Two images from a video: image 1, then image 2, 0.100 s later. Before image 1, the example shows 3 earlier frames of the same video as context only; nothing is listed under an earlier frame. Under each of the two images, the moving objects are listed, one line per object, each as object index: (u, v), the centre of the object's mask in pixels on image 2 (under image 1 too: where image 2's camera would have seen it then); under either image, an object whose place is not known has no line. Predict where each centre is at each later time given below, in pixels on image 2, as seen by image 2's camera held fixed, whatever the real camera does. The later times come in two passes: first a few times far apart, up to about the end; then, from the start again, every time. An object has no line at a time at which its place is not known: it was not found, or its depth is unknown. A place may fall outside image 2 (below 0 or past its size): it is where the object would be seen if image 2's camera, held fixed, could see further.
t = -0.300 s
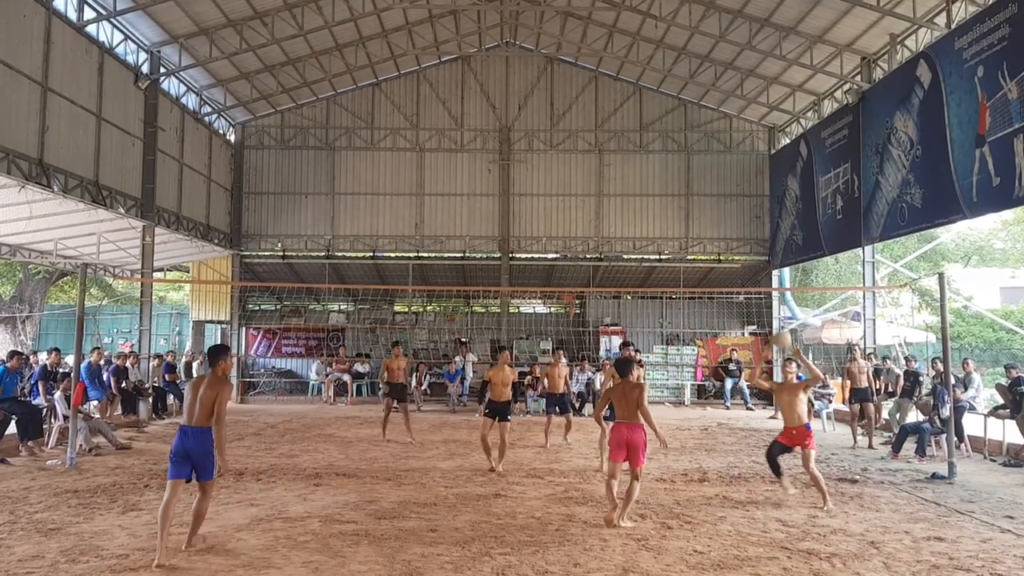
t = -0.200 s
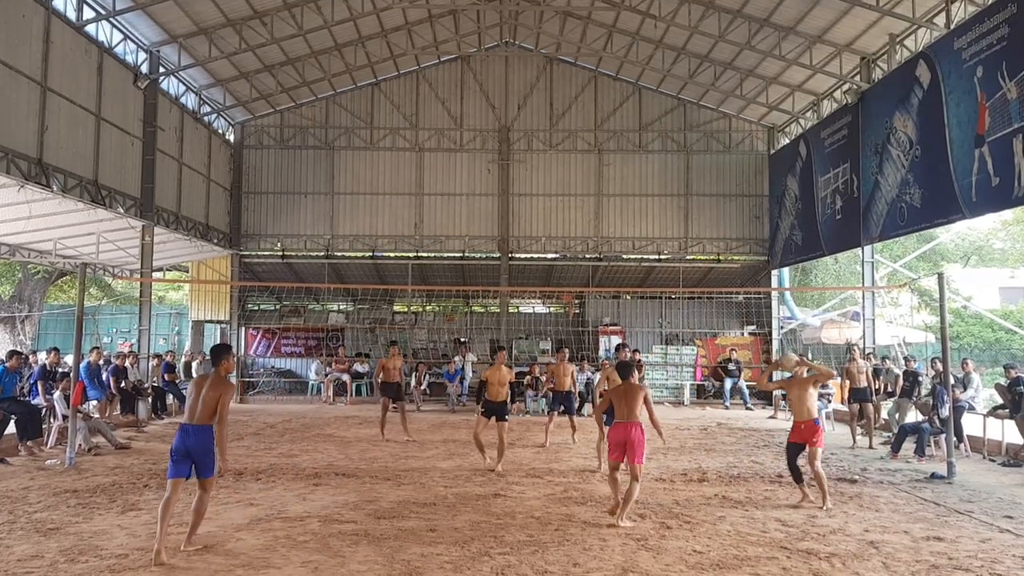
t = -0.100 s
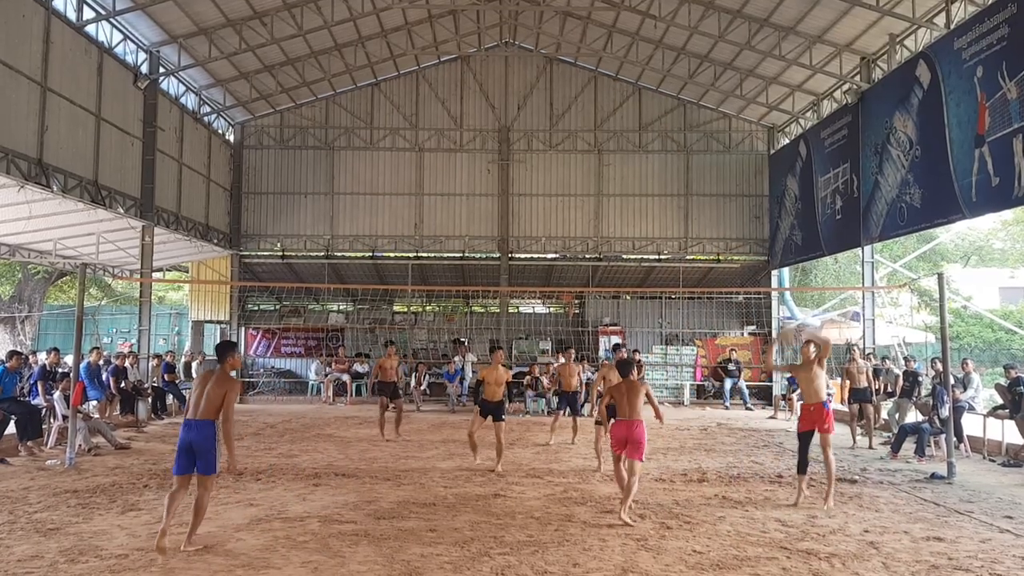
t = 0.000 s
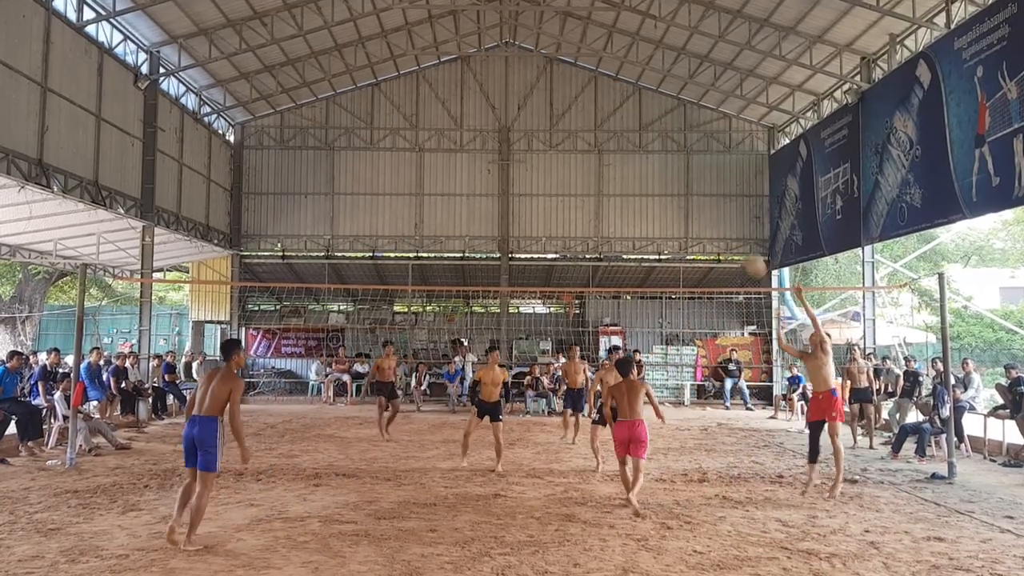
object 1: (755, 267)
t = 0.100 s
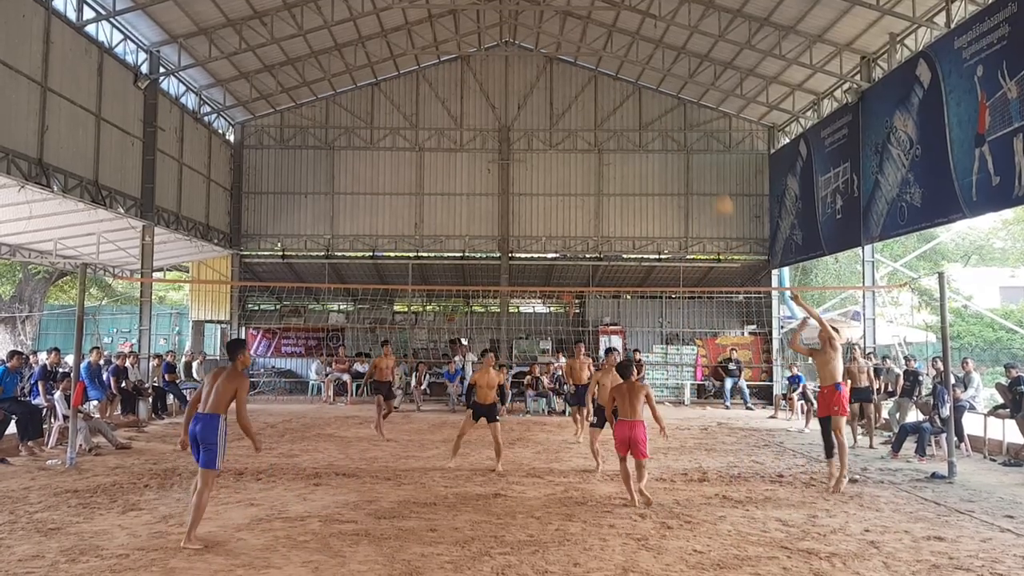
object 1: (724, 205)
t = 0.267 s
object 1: (671, 128)
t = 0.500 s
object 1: (603, 61)
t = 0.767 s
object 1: (527, 45)
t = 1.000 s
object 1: (463, 77)
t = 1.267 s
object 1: (392, 173)
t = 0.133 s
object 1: (713, 187)
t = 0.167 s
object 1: (703, 171)
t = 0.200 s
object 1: (692, 156)
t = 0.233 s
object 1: (681, 141)
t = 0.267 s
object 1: (671, 128)
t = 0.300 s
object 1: (661, 116)
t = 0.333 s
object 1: (651, 104)
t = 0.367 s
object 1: (641, 94)
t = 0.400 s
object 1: (631, 85)
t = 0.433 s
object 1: (621, 76)
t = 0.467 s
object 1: (612, 68)
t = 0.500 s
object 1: (603, 61)
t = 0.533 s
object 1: (592, 57)
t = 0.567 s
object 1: (584, 52)
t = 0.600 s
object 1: (573, 48)
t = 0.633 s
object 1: (565, 46)
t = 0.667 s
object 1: (555, 45)
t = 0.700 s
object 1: (546, 43)
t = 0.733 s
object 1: (536, 43)
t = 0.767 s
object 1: (527, 45)
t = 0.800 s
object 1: (518, 47)
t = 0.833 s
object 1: (509, 49)
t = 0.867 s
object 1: (499, 53)
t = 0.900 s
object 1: (490, 58)
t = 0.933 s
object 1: (481, 64)
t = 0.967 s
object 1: (472, 70)
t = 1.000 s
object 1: (463, 77)
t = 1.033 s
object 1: (454, 87)
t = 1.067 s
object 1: (445, 96)
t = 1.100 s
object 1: (436, 107)
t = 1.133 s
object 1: (427, 119)
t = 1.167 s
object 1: (418, 131)
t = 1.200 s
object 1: (410, 144)
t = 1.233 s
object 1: (400, 158)
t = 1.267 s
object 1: (392, 173)
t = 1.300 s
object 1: (383, 189)
